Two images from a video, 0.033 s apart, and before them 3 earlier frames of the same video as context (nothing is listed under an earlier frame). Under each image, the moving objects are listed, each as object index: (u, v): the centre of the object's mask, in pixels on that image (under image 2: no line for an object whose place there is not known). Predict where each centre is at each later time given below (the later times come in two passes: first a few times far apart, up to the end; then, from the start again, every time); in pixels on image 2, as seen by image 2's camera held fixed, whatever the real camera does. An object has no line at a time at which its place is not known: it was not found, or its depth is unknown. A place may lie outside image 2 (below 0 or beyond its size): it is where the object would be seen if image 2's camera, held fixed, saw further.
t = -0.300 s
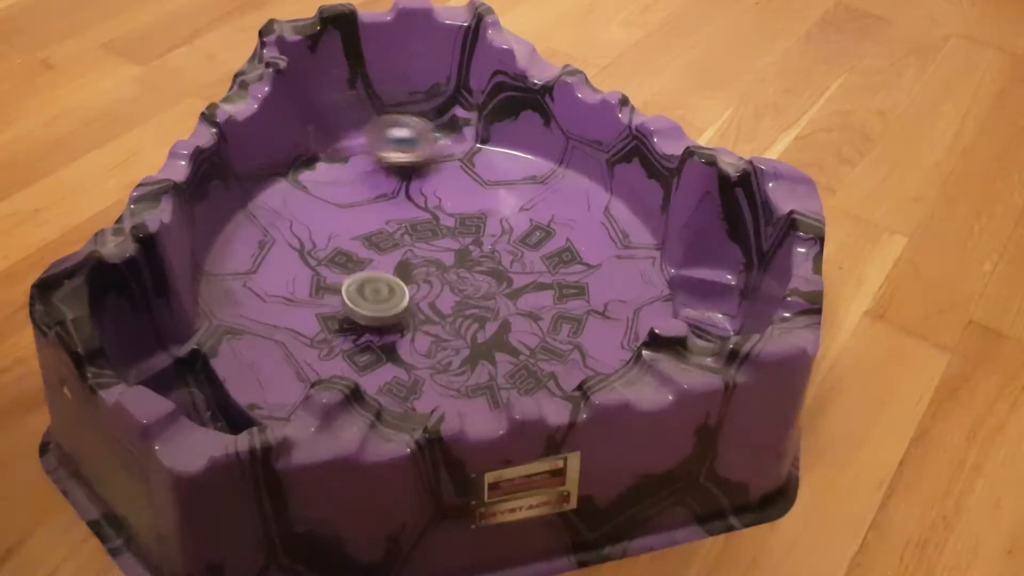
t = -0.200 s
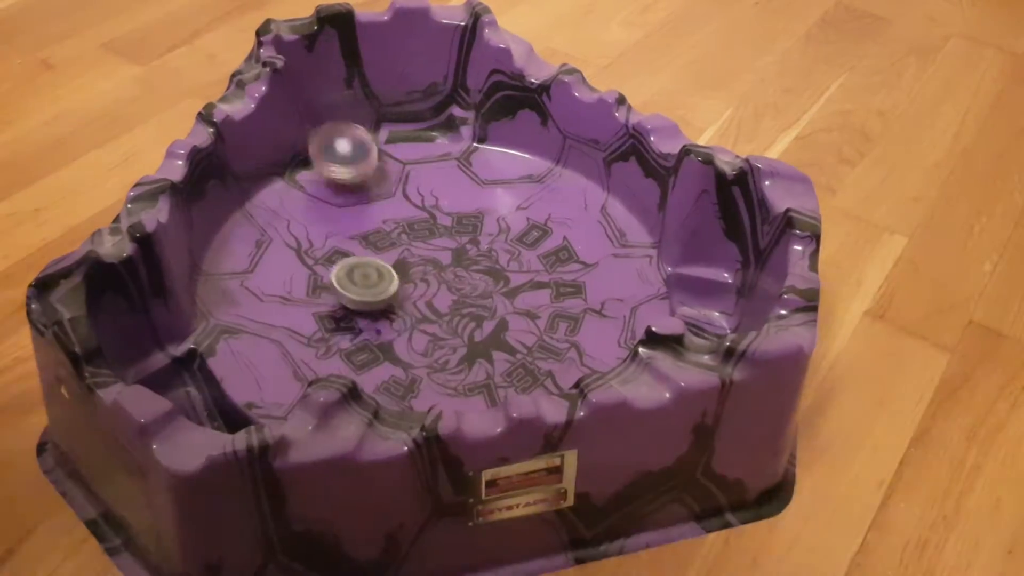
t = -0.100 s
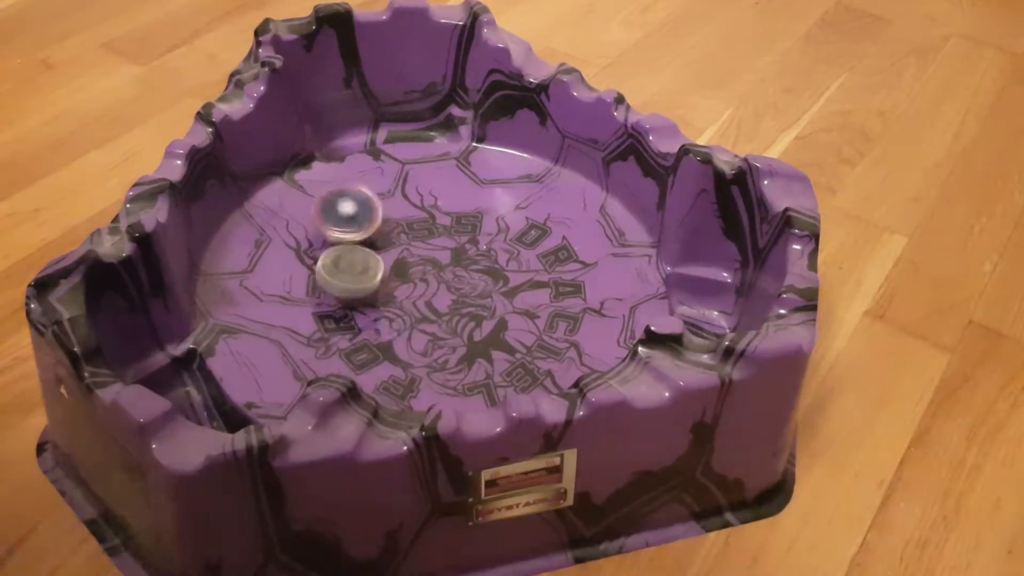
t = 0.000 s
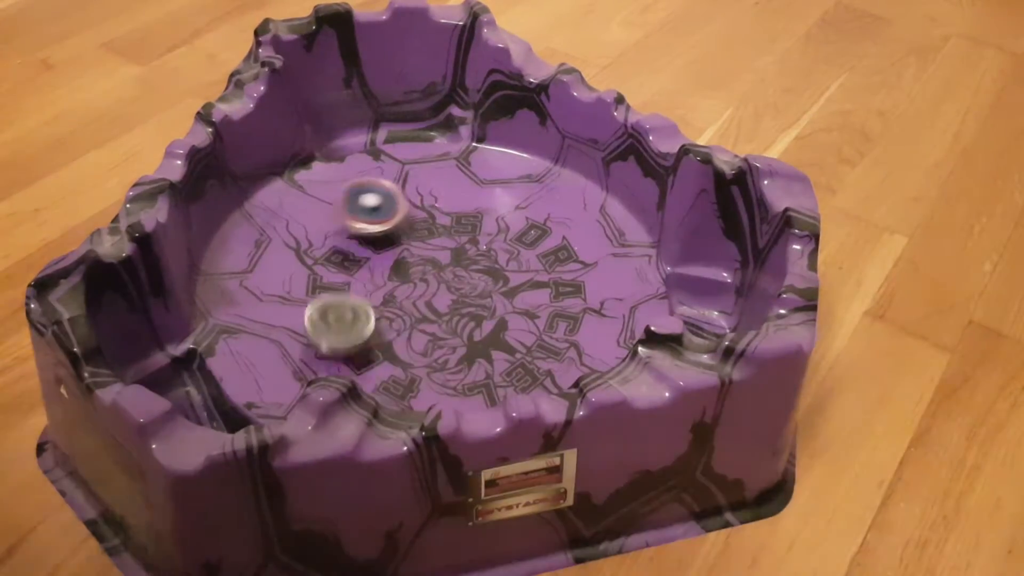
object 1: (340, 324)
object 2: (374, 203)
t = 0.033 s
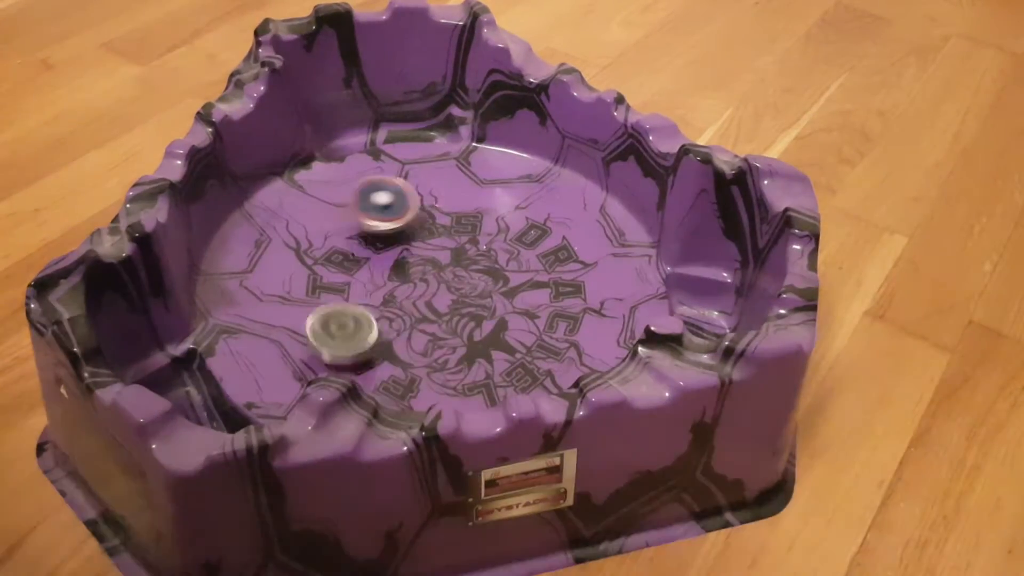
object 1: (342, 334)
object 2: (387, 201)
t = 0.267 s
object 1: (405, 346)
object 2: (429, 193)
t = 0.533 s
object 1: (462, 306)
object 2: (432, 209)
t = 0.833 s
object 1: (425, 393)
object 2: (456, 165)
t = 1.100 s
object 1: (486, 346)
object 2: (425, 301)
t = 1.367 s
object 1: (617, 330)
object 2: (463, 308)
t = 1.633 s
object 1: (610, 257)
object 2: (481, 238)
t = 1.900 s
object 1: (503, 224)
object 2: (362, 266)
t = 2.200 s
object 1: (392, 253)
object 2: (490, 349)
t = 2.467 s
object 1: (342, 308)
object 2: (556, 232)
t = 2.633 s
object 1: (349, 336)
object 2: (444, 181)
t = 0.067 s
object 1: (347, 340)
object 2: (398, 199)
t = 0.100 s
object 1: (355, 344)
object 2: (408, 198)
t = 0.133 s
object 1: (365, 347)
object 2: (416, 197)
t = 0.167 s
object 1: (376, 349)
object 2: (423, 196)
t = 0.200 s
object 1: (385, 349)
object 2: (426, 195)
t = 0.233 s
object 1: (395, 347)
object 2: (428, 194)
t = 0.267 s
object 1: (405, 346)
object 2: (429, 193)
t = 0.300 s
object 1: (414, 344)
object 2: (429, 192)
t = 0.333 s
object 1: (423, 341)
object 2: (428, 191)
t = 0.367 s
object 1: (431, 338)
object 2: (426, 192)
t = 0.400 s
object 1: (440, 334)
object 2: (424, 194)
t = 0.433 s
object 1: (447, 329)
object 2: (423, 197)
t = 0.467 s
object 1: (454, 322)
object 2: (424, 201)
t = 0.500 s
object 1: (458, 314)
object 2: (426, 205)
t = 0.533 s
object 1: (462, 306)
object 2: (432, 209)
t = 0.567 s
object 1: (464, 298)
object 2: (439, 214)
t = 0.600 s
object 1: (464, 292)
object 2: (446, 218)
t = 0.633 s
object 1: (463, 284)
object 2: (452, 220)
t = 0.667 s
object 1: (457, 290)
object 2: (458, 221)
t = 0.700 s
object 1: (444, 333)
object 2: (474, 187)
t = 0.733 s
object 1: (432, 368)
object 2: (484, 149)
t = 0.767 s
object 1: (422, 393)
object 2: (474, 138)
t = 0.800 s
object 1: (419, 401)
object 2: (465, 144)
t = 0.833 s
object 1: (425, 393)
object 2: (456, 165)
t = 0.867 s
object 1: (431, 391)
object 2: (441, 182)
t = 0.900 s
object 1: (441, 384)
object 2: (428, 192)
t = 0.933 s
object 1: (452, 377)
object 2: (416, 208)
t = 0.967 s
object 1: (463, 371)
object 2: (409, 226)
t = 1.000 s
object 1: (471, 365)
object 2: (405, 244)
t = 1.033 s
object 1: (477, 357)
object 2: (406, 264)
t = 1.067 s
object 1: (482, 351)
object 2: (413, 283)
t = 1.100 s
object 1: (486, 346)
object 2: (425, 301)
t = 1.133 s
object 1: (512, 352)
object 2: (422, 304)
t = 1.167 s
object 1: (541, 361)
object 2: (415, 300)
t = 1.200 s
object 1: (563, 360)
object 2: (411, 299)
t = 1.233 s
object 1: (580, 357)
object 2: (415, 300)
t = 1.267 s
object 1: (593, 351)
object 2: (422, 302)
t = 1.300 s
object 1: (604, 345)
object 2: (433, 307)
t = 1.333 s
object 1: (611, 338)
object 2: (448, 308)
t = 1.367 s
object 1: (617, 330)
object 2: (463, 308)
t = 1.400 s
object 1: (624, 321)
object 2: (480, 303)
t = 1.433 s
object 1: (629, 312)
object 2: (490, 295)
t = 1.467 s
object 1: (632, 303)
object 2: (498, 286)
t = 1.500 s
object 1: (633, 294)
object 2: (503, 276)
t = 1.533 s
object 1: (631, 285)
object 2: (504, 266)
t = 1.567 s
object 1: (626, 275)
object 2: (501, 257)
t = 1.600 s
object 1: (619, 265)
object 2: (493, 248)
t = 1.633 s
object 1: (610, 257)
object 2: (481, 238)
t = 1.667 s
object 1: (599, 249)
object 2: (467, 232)
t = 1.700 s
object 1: (586, 241)
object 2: (452, 229)
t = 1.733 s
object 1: (573, 234)
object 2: (434, 228)
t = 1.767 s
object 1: (557, 228)
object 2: (417, 229)
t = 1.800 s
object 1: (543, 226)
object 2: (402, 234)
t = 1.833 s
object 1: (530, 224)
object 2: (386, 241)
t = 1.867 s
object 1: (516, 223)
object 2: (371, 253)
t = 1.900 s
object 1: (503, 224)
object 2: (362, 266)
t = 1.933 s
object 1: (489, 225)
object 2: (357, 281)
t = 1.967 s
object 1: (476, 225)
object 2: (358, 297)
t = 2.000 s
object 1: (464, 227)
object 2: (366, 312)
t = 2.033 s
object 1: (451, 229)
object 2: (379, 325)
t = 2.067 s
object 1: (438, 233)
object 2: (394, 335)
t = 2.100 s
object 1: (426, 236)
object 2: (416, 343)
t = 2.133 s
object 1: (414, 241)
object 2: (442, 350)
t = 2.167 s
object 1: (403, 247)
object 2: (467, 353)
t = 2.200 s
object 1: (392, 253)
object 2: (490, 349)
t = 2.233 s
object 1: (383, 260)
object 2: (512, 343)
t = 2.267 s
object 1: (373, 266)
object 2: (531, 332)
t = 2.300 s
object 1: (365, 273)
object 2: (545, 319)
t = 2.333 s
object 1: (359, 280)
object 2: (558, 302)
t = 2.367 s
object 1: (354, 287)
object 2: (565, 286)
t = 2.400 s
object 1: (347, 294)
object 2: (569, 267)
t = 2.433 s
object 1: (343, 301)
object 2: (564, 249)
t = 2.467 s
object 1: (342, 308)
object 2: (556, 232)
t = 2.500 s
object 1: (341, 314)
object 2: (540, 216)
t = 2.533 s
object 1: (341, 321)
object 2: (523, 203)
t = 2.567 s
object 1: (343, 326)
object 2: (502, 192)
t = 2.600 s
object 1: (345, 332)
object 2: (475, 184)
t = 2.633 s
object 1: (349, 336)
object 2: (444, 181)
